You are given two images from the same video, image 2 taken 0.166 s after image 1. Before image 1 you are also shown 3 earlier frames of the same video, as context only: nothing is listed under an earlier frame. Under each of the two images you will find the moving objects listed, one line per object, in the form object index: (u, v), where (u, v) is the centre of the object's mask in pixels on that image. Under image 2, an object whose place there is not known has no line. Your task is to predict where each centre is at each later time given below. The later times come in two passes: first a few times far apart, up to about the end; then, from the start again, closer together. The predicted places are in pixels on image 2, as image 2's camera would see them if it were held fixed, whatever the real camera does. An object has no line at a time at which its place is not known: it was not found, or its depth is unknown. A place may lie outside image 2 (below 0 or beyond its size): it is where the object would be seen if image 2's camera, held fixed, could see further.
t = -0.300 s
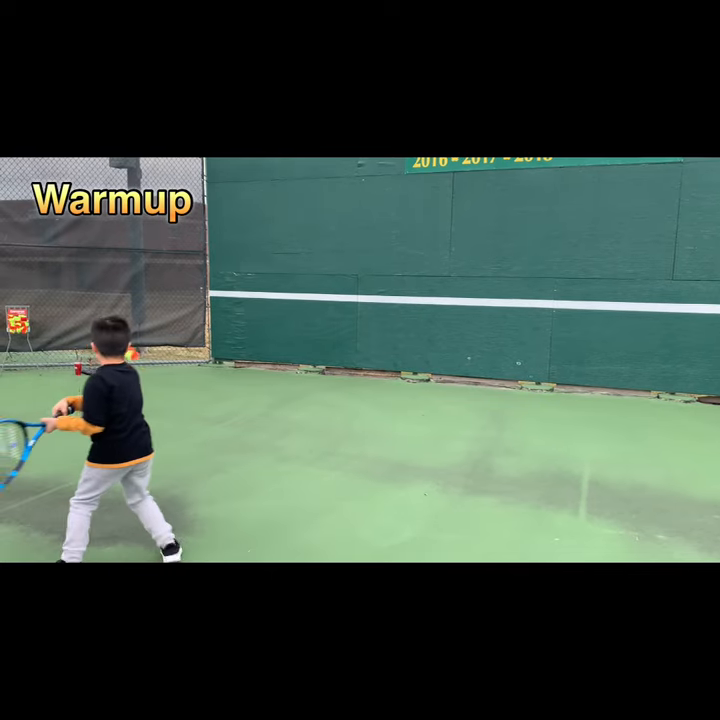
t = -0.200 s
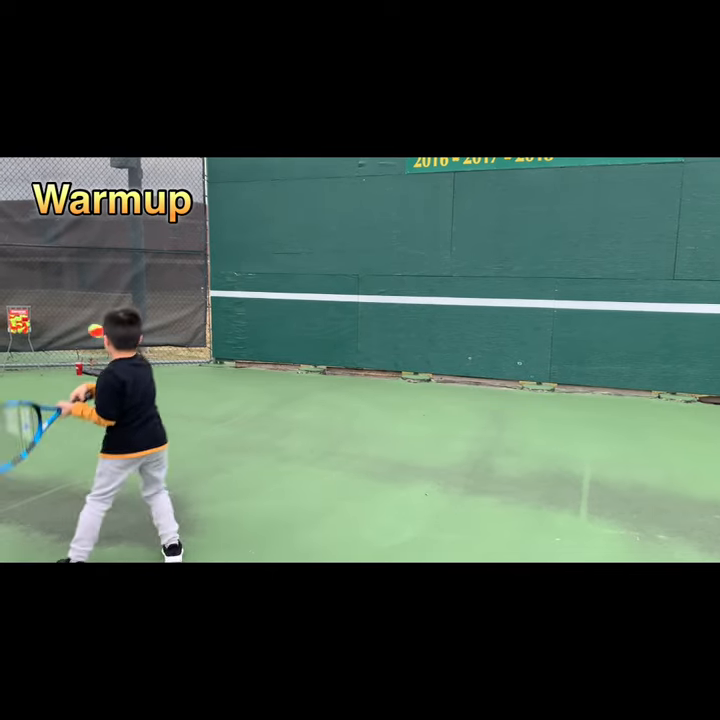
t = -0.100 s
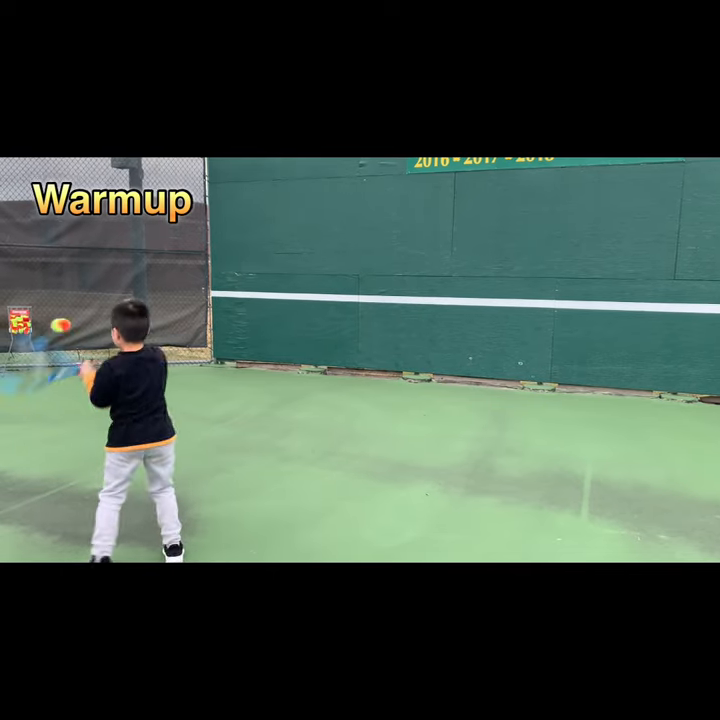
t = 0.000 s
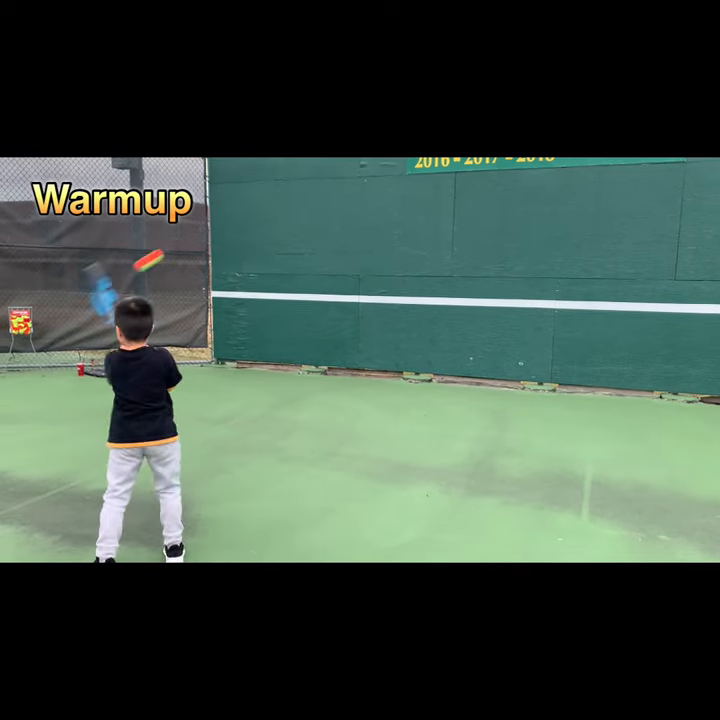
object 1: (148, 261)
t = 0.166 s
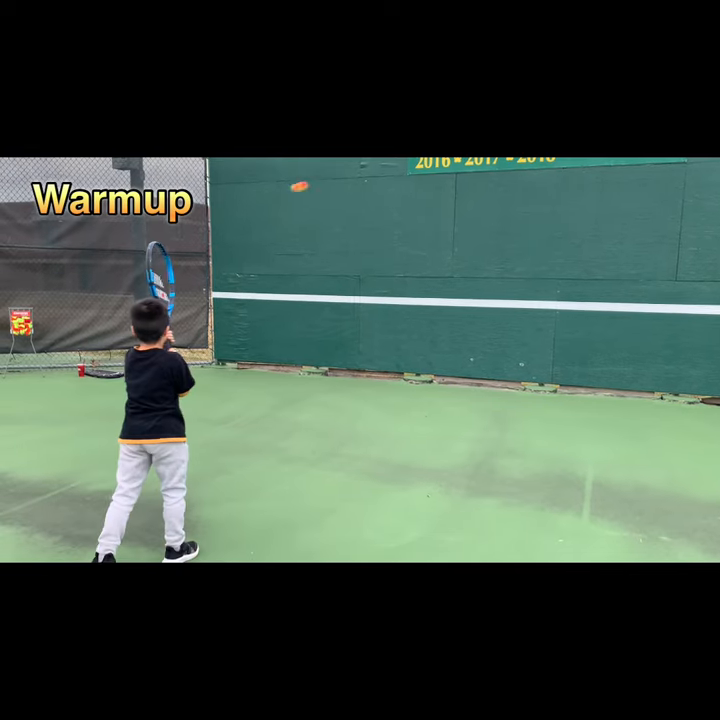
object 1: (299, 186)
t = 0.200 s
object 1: (319, 181)
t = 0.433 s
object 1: (415, 179)
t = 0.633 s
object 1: (417, 190)
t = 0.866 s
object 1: (391, 248)
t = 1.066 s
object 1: (361, 367)
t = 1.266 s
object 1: (333, 407)
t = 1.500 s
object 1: (303, 331)
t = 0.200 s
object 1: (319, 181)
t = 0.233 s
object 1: (337, 176)
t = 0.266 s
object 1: (353, 174)
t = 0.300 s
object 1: (368, 173)
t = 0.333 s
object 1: (382, 173)
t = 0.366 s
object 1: (393, 174)
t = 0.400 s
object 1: (405, 176)
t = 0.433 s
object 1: (415, 179)
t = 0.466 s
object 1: (424, 182)
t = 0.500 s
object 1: (429, 185)
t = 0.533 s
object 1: (426, 185)
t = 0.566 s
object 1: (423, 185)
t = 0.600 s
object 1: (420, 187)
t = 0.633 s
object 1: (417, 190)
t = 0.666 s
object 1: (414, 194)
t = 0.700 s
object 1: (410, 199)
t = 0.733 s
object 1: (407, 206)
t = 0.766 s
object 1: (403, 214)
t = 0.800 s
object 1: (399, 224)
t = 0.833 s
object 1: (395, 235)
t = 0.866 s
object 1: (391, 248)
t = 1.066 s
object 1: (361, 367)
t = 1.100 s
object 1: (355, 395)
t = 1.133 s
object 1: (349, 426)
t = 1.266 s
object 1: (333, 407)
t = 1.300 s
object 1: (329, 392)
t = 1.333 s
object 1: (325, 379)
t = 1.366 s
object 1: (321, 367)
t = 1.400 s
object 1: (317, 357)
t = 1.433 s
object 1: (312, 346)
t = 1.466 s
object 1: (308, 338)
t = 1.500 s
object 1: (303, 331)
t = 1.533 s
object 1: (298, 326)
